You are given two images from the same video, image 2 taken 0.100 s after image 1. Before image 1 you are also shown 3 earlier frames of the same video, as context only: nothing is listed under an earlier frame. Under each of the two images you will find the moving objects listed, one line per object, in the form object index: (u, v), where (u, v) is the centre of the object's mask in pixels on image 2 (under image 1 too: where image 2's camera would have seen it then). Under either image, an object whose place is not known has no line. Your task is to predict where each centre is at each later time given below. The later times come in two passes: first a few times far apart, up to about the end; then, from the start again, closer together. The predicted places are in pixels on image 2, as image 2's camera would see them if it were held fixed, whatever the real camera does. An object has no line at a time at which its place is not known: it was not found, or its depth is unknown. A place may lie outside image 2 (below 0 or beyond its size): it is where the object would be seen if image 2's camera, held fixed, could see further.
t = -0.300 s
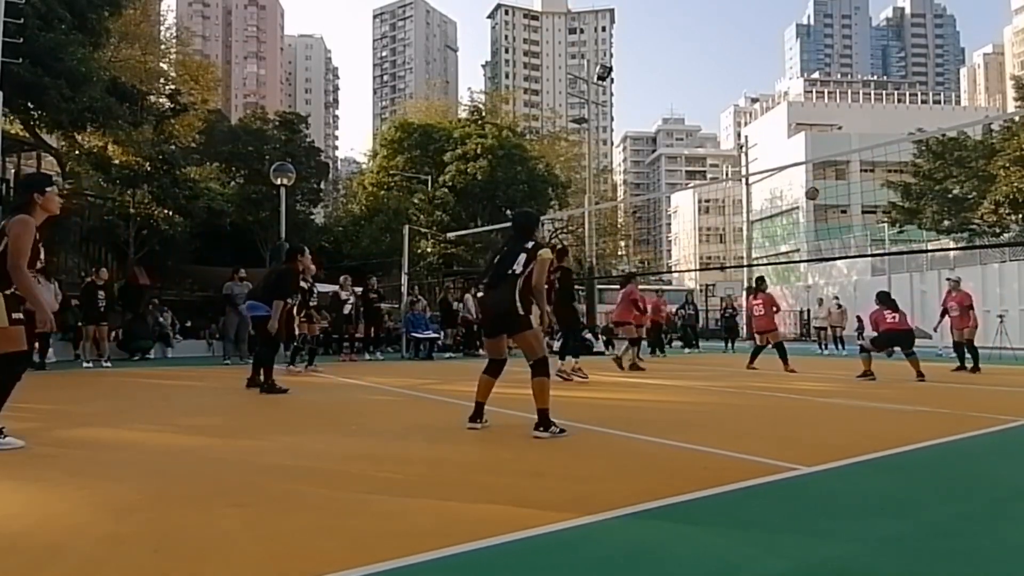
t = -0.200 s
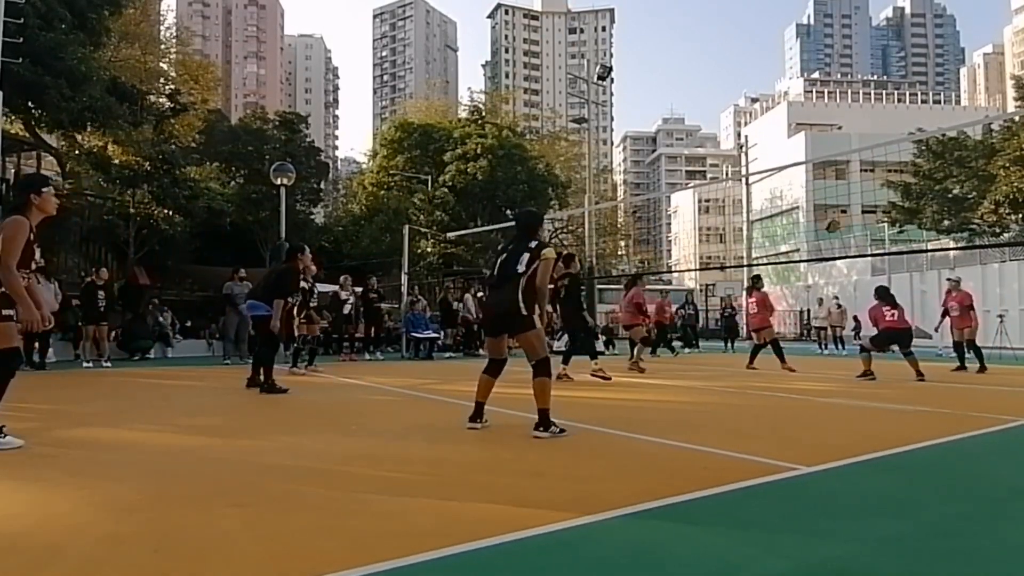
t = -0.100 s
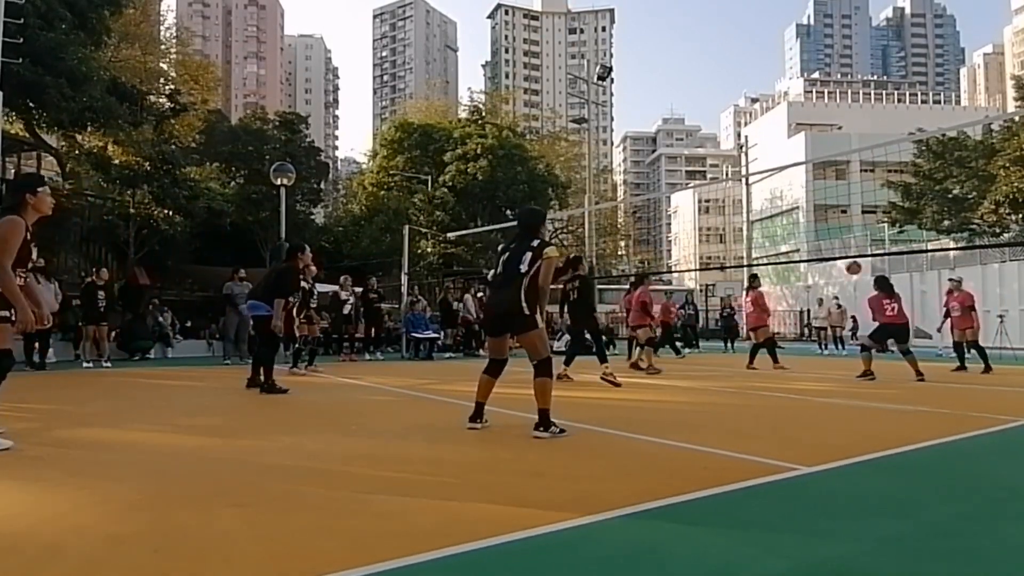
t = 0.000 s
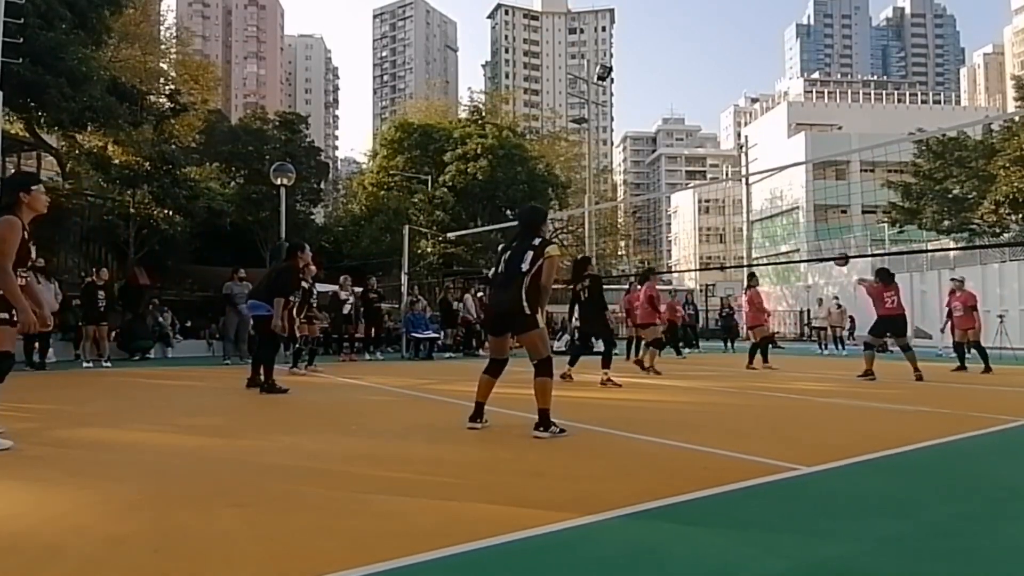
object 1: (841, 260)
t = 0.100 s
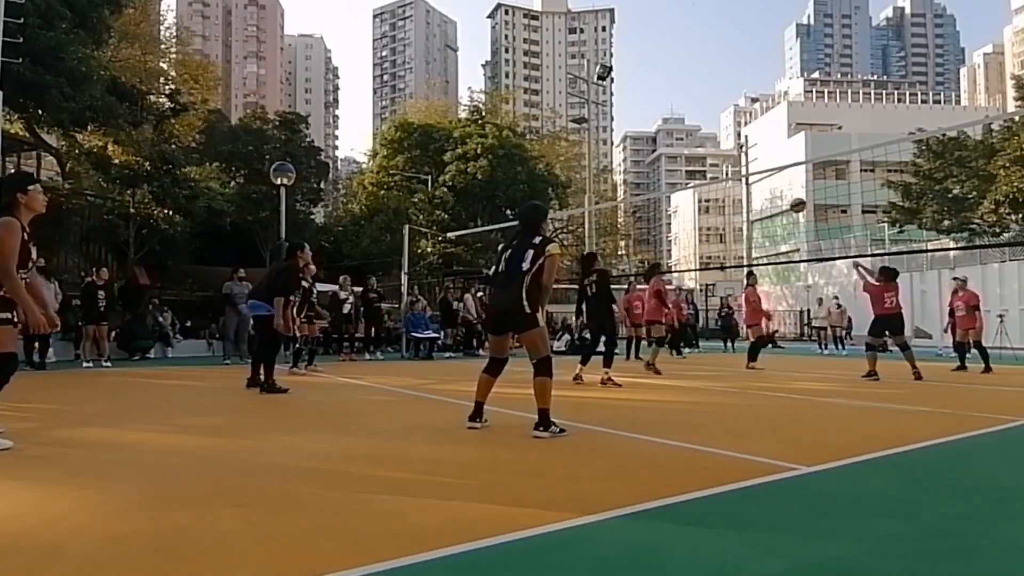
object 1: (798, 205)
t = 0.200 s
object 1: (752, 157)
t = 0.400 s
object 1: (655, 80)
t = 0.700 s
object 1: (486, 10)
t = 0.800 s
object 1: (421, 5)
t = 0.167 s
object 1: (767, 173)
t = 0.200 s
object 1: (752, 157)
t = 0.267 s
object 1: (720, 129)
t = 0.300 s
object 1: (705, 115)
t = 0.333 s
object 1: (688, 103)
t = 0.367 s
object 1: (672, 91)
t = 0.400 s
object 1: (655, 80)
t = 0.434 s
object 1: (638, 69)
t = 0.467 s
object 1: (620, 59)
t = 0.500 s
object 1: (602, 50)
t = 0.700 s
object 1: (486, 10)
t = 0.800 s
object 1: (421, 5)
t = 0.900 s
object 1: (351, 6)
